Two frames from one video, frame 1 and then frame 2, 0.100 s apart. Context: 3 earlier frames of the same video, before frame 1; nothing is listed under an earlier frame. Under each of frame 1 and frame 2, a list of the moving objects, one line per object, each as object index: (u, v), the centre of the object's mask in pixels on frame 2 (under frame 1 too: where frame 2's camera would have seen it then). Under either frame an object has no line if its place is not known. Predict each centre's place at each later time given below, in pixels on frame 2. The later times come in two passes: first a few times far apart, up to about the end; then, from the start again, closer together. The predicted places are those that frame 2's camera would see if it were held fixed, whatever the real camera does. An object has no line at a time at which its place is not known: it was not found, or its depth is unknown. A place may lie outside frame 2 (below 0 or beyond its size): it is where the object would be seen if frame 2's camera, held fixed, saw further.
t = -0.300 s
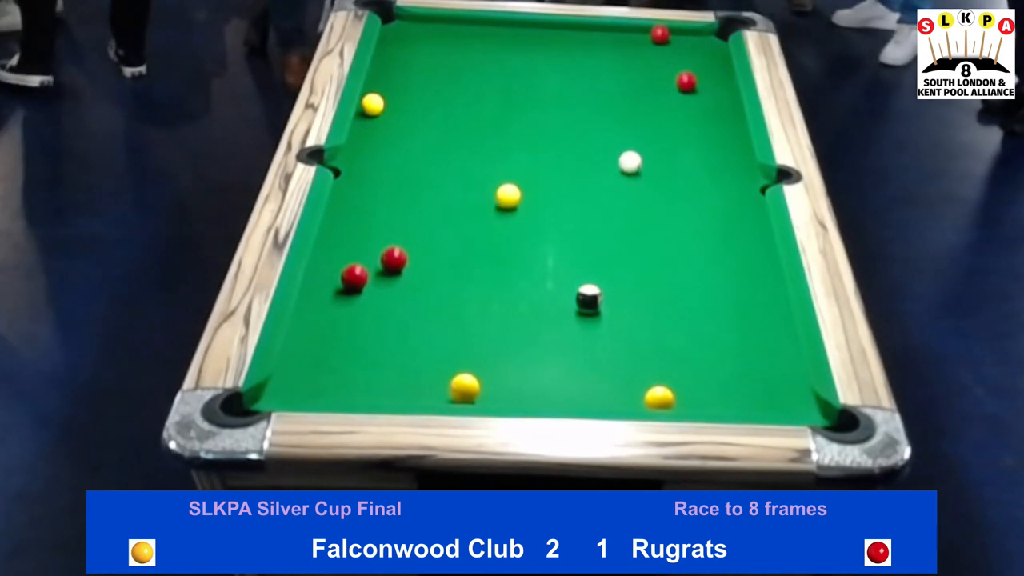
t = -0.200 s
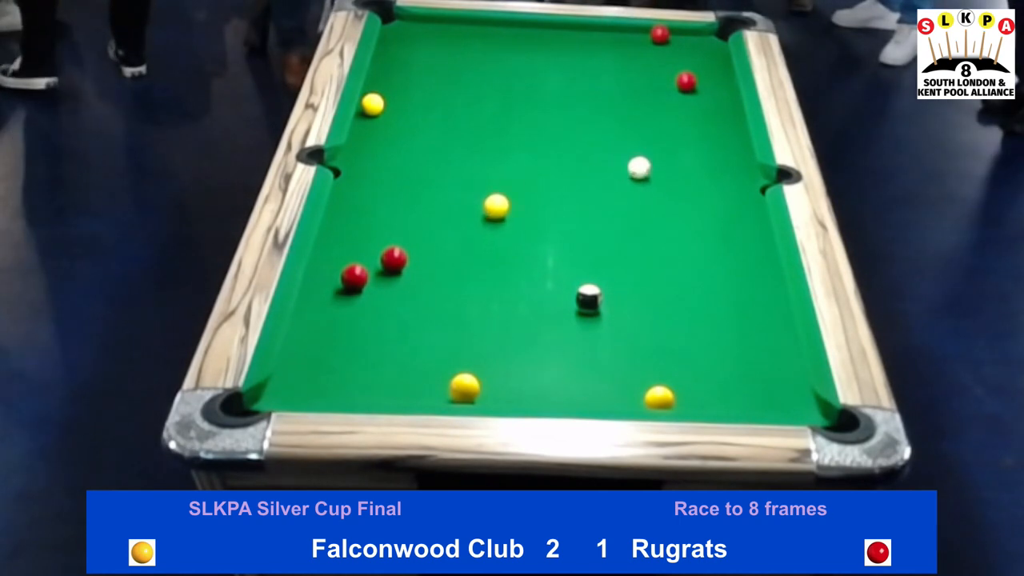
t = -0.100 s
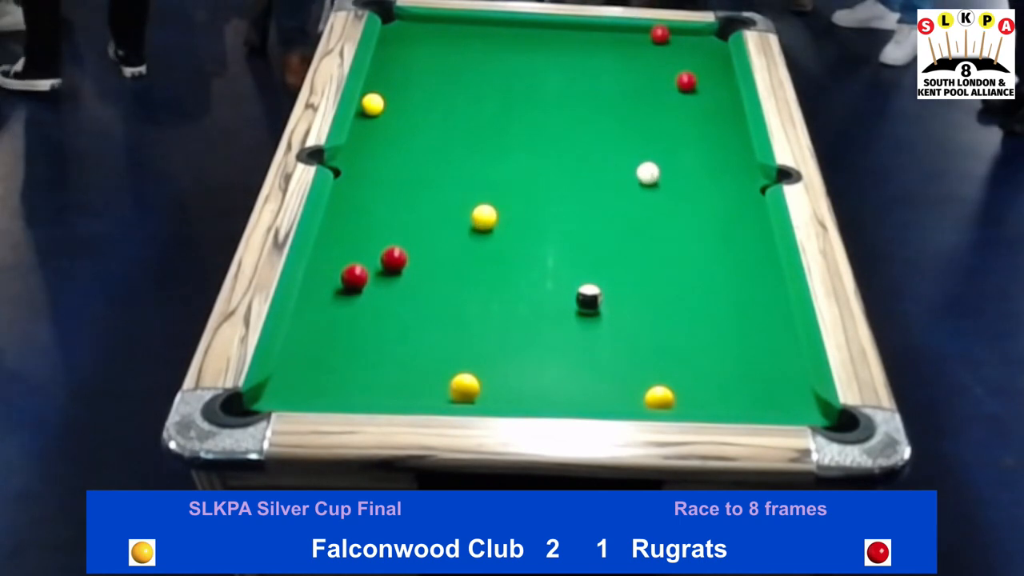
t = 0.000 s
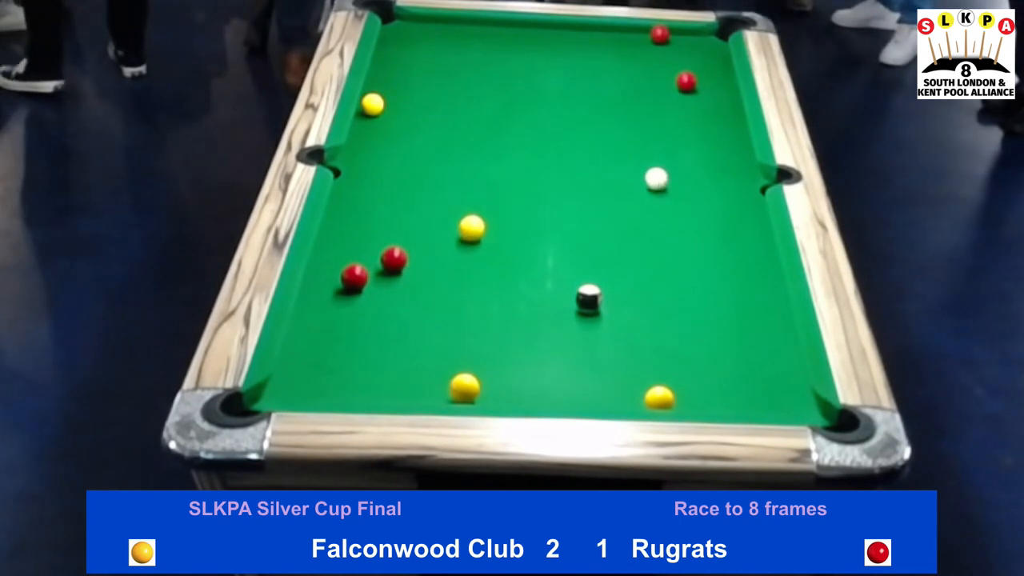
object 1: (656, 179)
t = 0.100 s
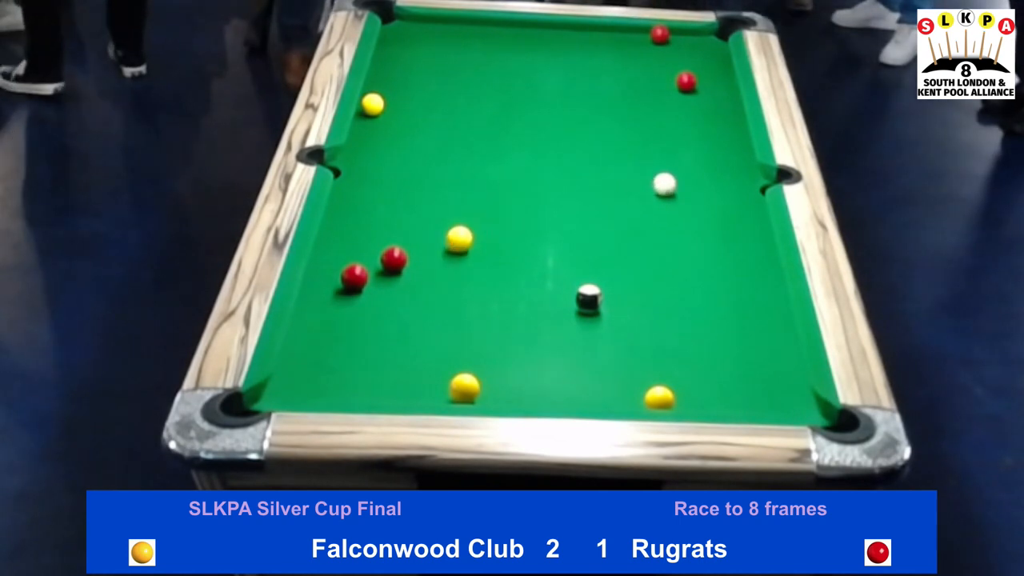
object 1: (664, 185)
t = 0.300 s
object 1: (680, 195)
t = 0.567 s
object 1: (701, 208)
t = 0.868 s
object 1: (723, 222)
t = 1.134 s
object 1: (741, 233)
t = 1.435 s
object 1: (760, 244)
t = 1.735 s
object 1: (761, 251)
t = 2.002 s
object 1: (754, 255)
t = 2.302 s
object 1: (751, 258)
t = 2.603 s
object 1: (750, 259)
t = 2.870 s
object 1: (750, 259)
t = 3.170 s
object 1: (750, 259)
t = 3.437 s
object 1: (750, 259)
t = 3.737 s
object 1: (750, 259)
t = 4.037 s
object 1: (750, 259)
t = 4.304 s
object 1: (750, 259)
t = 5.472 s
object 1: (750, 258)
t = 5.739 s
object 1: (750, 258)
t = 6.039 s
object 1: (750, 259)
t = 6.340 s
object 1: (750, 259)
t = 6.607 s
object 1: (750, 258)
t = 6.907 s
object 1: (750, 259)
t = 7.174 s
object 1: (750, 259)
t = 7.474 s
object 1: (750, 259)
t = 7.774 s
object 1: (750, 259)
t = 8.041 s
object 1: (750, 259)
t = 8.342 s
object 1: (750, 259)
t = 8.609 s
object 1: (750, 259)
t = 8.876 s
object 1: (750, 259)
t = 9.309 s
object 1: (746, 255)
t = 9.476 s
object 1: (750, 259)
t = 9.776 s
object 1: (750, 259)
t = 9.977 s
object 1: (750, 259)
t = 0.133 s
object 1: (667, 186)
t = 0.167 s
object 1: (670, 188)
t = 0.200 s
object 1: (673, 190)
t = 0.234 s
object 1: (675, 192)
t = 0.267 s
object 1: (678, 193)
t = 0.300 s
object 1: (680, 195)
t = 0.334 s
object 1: (683, 197)
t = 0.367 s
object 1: (686, 199)
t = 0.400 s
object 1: (688, 200)
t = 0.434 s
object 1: (691, 202)
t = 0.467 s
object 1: (693, 204)
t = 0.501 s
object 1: (696, 205)
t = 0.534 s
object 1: (698, 207)
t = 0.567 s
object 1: (701, 208)
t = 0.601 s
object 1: (703, 210)
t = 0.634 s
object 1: (706, 212)
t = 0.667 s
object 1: (708, 213)
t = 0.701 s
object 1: (711, 215)
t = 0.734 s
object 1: (713, 216)
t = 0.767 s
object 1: (715, 218)
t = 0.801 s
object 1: (718, 219)
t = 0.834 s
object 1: (720, 221)
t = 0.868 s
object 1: (723, 222)
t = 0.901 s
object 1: (725, 224)
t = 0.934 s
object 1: (727, 225)
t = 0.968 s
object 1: (730, 226)
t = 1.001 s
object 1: (733, 228)
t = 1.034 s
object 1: (734, 229)
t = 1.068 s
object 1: (737, 230)
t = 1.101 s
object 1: (739, 232)
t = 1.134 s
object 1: (741, 233)
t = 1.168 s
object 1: (743, 234)
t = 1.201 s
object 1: (746, 235)
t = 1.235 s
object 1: (748, 237)
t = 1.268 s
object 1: (750, 238)
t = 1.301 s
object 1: (752, 239)
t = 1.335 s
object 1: (754, 240)
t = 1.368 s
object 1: (756, 241)
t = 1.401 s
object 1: (758, 242)
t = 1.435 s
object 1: (760, 244)
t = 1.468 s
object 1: (762, 245)
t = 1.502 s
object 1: (763, 246)
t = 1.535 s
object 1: (765, 247)
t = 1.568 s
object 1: (764, 248)
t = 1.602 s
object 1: (764, 249)
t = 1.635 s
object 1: (763, 249)
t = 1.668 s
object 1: (762, 249)
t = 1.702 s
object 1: (761, 250)
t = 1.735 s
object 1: (761, 251)
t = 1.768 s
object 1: (759, 251)
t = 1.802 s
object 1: (759, 251)
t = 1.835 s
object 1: (758, 252)
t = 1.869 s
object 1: (757, 253)
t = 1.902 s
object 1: (756, 254)
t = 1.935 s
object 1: (756, 254)
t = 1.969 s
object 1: (755, 254)
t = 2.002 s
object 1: (754, 255)
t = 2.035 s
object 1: (754, 255)
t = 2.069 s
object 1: (754, 256)
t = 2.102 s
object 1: (753, 256)
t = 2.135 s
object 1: (753, 256)
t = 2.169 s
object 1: (753, 257)
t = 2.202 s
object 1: (752, 257)
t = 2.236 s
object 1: (752, 257)
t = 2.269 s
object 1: (752, 258)
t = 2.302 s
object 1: (751, 258)
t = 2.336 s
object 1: (751, 258)
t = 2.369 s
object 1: (750, 258)
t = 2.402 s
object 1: (750, 258)
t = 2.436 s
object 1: (750, 258)
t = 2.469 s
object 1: (750, 259)
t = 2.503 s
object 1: (750, 259)
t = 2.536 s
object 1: (750, 259)
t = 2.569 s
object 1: (750, 259)
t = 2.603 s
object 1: (750, 259)
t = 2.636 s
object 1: (750, 259)
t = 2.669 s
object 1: (750, 259)
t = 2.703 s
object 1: (750, 259)
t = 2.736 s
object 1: (750, 259)
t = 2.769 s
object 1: (750, 259)
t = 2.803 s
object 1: (750, 259)
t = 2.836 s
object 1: (750, 259)
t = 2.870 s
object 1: (750, 259)
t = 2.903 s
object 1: (750, 259)
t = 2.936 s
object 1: (750, 259)
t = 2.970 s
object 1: (750, 259)
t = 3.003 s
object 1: (750, 259)
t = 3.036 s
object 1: (750, 259)
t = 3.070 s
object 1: (750, 259)
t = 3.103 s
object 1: (750, 259)
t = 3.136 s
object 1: (750, 259)
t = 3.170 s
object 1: (750, 259)
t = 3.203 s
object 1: (750, 259)
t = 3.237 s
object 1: (750, 259)
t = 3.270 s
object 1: (750, 259)
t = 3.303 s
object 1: (750, 259)
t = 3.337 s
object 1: (750, 259)
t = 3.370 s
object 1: (750, 259)
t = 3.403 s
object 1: (750, 259)
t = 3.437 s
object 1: (750, 259)
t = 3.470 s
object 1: (750, 259)
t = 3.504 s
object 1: (750, 259)
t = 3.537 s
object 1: (750, 259)
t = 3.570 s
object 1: (750, 259)
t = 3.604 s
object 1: (750, 259)
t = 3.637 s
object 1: (750, 259)
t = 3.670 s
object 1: (750, 259)
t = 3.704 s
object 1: (750, 259)
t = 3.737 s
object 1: (750, 259)
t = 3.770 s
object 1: (750, 259)
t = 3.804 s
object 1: (750, 259)
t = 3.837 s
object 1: (750, 259)
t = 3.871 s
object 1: (750, 259)
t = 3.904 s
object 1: (750, 259)
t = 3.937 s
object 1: (750, 259)
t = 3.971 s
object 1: (750, 259)
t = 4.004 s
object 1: (750, 259)
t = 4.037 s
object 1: (750, 259)
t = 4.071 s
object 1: (750, 259)
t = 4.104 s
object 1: (750, 259)
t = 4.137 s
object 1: (750, 259)
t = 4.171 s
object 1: (750, 259)
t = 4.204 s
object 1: (748, 256)
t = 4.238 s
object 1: (748, 254)
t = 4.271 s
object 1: (750, 257)
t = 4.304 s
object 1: (750, 259)
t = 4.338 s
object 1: (750, 259)
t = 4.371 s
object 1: (750, 259)
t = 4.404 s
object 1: (748, 258)
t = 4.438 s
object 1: (744, 253)
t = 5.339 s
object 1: (750, 258)
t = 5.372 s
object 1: (750, 258)
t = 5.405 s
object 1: (750, 258)
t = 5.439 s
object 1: (750, 258)
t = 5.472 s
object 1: (750, 258)
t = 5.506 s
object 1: (750, 258)
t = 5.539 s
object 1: (750, 258)
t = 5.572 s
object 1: (750, 259)
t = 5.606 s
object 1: (750, 258)
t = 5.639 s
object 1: (750, 258)
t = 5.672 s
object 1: (750, 258)
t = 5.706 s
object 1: (750, 258)
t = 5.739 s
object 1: (750, 258)
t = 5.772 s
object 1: (750, 258)
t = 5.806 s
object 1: (750, 258)
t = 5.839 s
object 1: (750, 258)
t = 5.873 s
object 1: (750, 258)
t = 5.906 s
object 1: (750, 258)
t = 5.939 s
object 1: (750, 258)
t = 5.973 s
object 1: (750, 258)
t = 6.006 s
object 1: (750, 258)
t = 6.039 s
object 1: (750, 259)
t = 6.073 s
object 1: (750, 259)
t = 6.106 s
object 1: (750, 259)
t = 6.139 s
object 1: (750, 259)
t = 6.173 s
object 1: (750, 259)
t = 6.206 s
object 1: (750, 259)
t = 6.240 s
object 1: (750, 259)
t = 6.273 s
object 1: (750, 259)
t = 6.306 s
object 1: (750, 259)
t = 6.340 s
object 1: (750, 259)
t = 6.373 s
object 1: (750, 259)
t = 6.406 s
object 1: (750, 259)
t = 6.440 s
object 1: (750, 258)
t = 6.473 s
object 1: (750, 258)
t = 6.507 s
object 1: (750, 258)
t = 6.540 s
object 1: (750, 259)
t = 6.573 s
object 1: (750, 258)
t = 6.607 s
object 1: (750, 258)
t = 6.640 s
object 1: (750, 258)
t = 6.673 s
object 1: (750, 258)
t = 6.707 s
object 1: (750, 259)
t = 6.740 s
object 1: (750, 258)
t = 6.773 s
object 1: (750, 258)
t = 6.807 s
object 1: (750, 258)
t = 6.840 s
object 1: (750, 258)
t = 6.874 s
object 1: (750, 258)
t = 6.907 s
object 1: (750, 259)
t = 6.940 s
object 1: (750, 258)
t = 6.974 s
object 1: (750, 259)
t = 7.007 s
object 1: (750, 258)
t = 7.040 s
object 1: (750, 258)
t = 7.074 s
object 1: (750, 259)
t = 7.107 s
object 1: (750, 259)
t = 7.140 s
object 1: (750, 259)
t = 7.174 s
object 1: (750, 259)
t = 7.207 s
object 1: (750, 259)
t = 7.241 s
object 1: (750, 259)
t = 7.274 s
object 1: (750, 259)
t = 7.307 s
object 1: (750, 259)
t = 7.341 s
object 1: (750, 259)
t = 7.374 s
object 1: (750, 259)
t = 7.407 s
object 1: (750, 259)
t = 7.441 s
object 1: (750, 259)
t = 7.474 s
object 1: (750, 259)
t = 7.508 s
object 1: (750, 259)
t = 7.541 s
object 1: (750, 259)
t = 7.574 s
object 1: (750, 259)
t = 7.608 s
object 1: (750, 259)
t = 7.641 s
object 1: (750, 259)
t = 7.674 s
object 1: (750, 259)
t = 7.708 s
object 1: (750, 259)
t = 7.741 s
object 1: (750, 259)
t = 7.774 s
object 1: (750, 259)
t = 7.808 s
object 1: (750, 259)
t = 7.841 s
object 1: (750, 259)
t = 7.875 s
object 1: (750, 259)
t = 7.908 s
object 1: (750, 259)
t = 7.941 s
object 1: (750, 259)
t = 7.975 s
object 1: (750, 259)
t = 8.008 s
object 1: (750, 259)
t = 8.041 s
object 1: (750, 259)
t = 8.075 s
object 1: (750, 259)
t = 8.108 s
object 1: (750, 259)
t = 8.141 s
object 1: (750, 259)
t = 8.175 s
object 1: (750, 259)
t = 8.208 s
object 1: (750, 259)
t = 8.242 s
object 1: (750, 259)
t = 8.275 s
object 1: (750, 259)
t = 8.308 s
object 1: (750, 259)
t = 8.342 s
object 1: (750, 259)
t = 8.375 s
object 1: (750, 259)
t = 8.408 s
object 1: (750, 259)
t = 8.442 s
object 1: (750, 259)
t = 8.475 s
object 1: (750, 259)
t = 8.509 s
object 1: (750, 259)
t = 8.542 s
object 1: (750, 259)
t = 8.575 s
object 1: (750, 259)
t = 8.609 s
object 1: (750, 259)
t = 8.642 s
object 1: (750, 259)
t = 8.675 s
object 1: (750, 259)
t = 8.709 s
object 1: (750, 259)
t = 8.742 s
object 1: (750, 259)
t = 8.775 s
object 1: (750, 259)
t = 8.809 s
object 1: (750, 259)
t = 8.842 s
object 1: (750, 259)
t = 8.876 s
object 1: (750, 259)
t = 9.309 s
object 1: (746, 255)
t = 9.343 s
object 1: (750, 259)
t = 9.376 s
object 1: (750, 259)
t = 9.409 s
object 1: (750, 259)
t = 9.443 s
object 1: (750, 259)
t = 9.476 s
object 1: (750, 259)
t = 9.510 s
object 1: (750, 259)
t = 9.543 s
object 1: (750, 259)
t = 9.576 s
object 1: (750, 259)
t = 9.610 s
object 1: (750, 259)
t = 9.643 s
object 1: (750, 259)
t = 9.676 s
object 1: (750, 259)
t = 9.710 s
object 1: (750, 259)
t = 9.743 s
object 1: (750, 259)
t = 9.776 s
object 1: (750, 259)
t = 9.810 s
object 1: (750, 259)
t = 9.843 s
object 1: (750, 259)
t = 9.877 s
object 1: (750, 259)
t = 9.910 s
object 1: (750, 259)
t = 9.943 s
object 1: (750, 259)
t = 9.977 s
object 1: (750, 259)
